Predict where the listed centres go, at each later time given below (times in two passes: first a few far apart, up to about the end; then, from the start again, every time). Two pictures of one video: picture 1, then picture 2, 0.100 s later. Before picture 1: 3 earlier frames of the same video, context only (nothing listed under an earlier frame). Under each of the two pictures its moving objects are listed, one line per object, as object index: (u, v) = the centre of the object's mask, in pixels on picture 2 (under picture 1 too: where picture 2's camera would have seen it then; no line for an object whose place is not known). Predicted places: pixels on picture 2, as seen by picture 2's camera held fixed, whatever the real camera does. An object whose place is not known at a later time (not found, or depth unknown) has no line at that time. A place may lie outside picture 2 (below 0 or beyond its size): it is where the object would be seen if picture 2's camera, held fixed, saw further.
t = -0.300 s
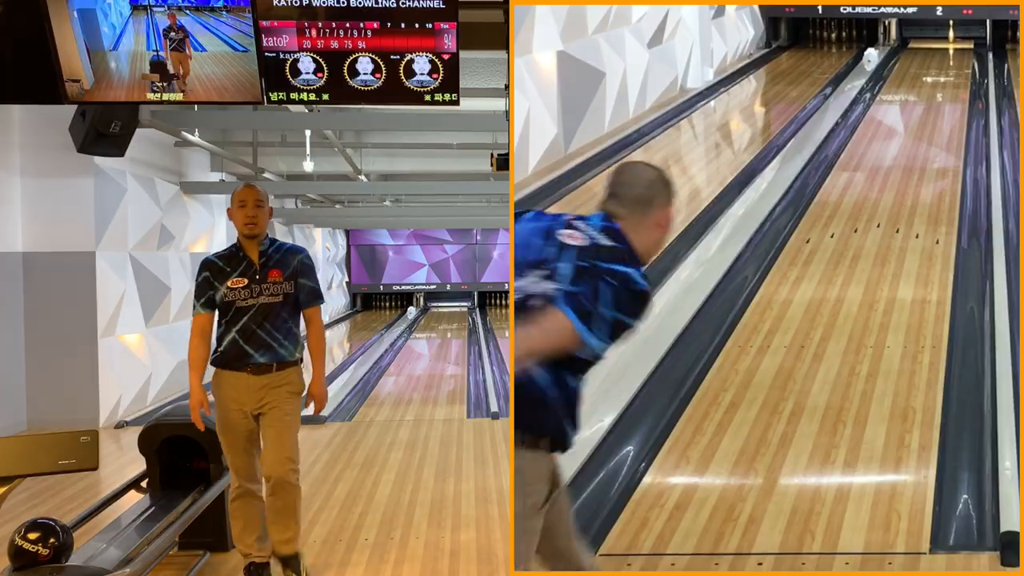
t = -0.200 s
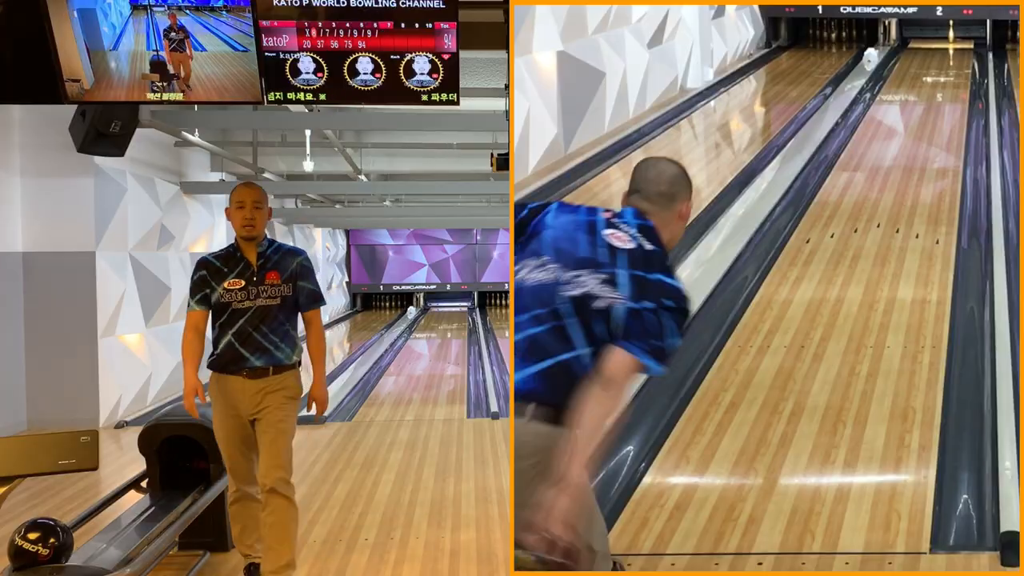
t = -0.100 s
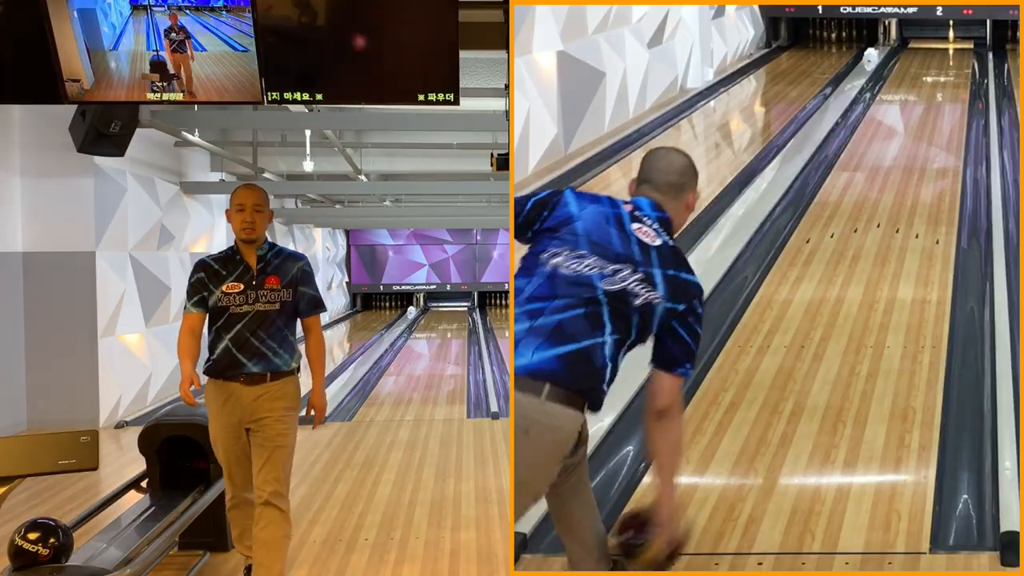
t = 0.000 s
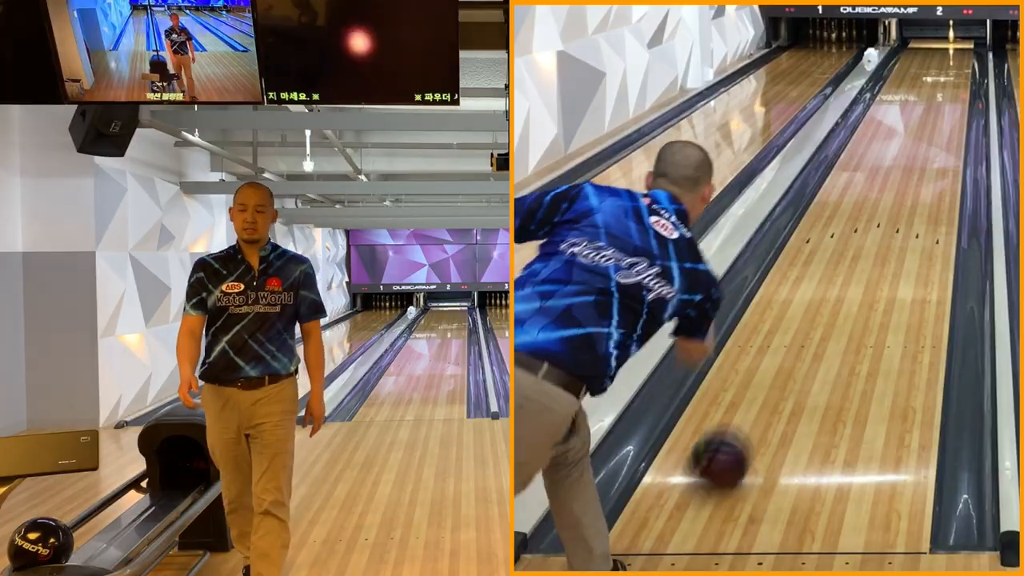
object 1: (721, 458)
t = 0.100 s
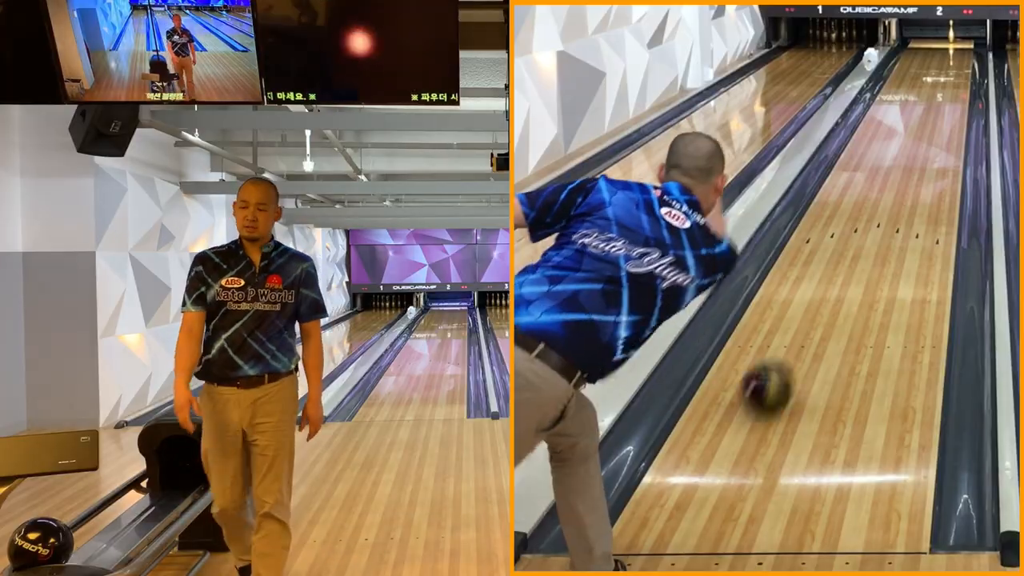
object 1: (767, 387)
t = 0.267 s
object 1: (823, 300)
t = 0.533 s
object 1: (878, 213)
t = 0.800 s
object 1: (911, 159)
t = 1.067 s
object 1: (933, 123)
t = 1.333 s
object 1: (947, 96)
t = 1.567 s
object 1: (955, 78)
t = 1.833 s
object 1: (961, 62)
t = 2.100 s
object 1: (960, 49)
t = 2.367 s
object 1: (954, 40)
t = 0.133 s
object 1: (781, 366)
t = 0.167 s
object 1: (793, 347)
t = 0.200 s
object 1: (804, 331)
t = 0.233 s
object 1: (814, 315)
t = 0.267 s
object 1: (823, 300)
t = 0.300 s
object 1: (832, 287)
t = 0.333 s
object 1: (840, 274)
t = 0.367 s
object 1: (847, 262)
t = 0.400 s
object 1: (854, 252)
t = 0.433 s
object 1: (861, 241)
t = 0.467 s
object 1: (867, 231)
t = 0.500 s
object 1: (872, 222)
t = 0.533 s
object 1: (878, 213)
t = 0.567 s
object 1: (883, 205)
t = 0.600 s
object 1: (888, 197)
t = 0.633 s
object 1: (892, 190)
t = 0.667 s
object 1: (896, 184)
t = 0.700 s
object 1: (900, 177)
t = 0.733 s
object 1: (904, 171)
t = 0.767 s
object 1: (907, 165)
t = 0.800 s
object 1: (911, 159)
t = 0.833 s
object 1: (914, 154)
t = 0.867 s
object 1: (917, 149)
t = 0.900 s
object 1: (920, 144)
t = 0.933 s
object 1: (923, 139)
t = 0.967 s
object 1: (926, 135)
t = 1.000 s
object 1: (928, 130)
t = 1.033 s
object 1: (930, 127)
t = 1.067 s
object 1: (933, 123)
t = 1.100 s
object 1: (935, 119)
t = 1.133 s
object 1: (937, 115)
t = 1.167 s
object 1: (939, 111)
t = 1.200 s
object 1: (941, 108)
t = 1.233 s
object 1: (943, 104)
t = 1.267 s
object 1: (945, 101)
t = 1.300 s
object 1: (946, 99)
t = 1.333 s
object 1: (947, 96)
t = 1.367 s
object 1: (949, 93)
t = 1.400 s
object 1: (950, 90)
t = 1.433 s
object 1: (951, 88)
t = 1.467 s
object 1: (952, 85)
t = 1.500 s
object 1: (953, 82)
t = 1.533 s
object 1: (955, 80)
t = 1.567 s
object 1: (955, 78)
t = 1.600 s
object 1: (957, 76)
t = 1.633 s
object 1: (957, 74)
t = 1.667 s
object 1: (957, 72)
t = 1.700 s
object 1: (958, 69)
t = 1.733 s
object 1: (958, 68)
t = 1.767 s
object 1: (959, 66)
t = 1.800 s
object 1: (960, 64)
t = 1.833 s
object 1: (961, 62)
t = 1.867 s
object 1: (960, 61)
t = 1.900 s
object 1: (960, 59)
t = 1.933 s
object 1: (962, 57)
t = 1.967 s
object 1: (961, 56)
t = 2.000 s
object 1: (960, 54)
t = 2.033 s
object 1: (959, 52)
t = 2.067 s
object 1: (959, 51)
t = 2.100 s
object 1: (960, 49)
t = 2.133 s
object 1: (959, 48)
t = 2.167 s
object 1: (959, 46)
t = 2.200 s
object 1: (959, 45)
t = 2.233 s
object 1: (958, 44)
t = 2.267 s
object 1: (957, 44)
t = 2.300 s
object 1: (956, 42)
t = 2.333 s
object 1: (955, 41)
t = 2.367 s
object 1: (954, 40)
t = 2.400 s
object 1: (953, 39)
